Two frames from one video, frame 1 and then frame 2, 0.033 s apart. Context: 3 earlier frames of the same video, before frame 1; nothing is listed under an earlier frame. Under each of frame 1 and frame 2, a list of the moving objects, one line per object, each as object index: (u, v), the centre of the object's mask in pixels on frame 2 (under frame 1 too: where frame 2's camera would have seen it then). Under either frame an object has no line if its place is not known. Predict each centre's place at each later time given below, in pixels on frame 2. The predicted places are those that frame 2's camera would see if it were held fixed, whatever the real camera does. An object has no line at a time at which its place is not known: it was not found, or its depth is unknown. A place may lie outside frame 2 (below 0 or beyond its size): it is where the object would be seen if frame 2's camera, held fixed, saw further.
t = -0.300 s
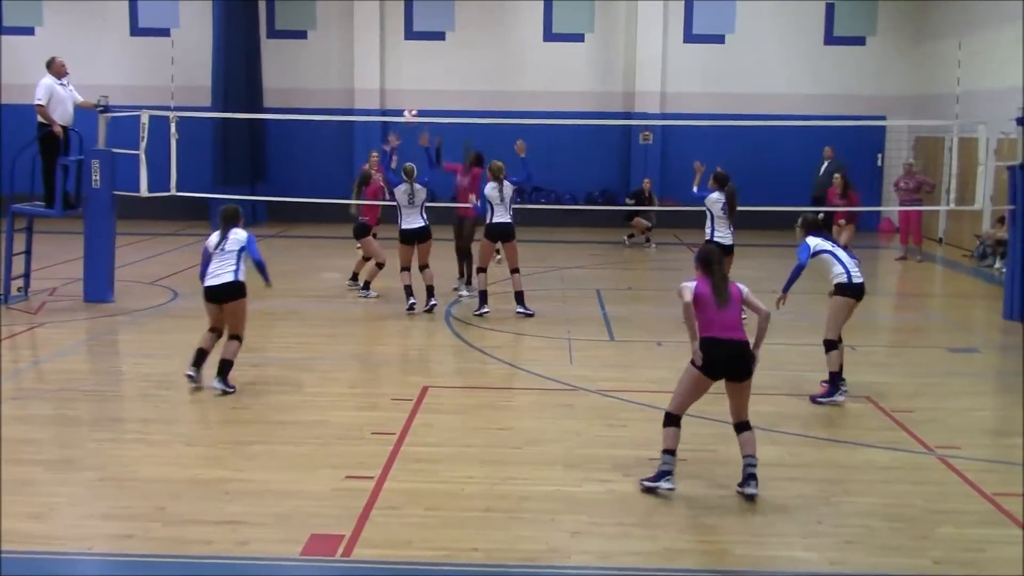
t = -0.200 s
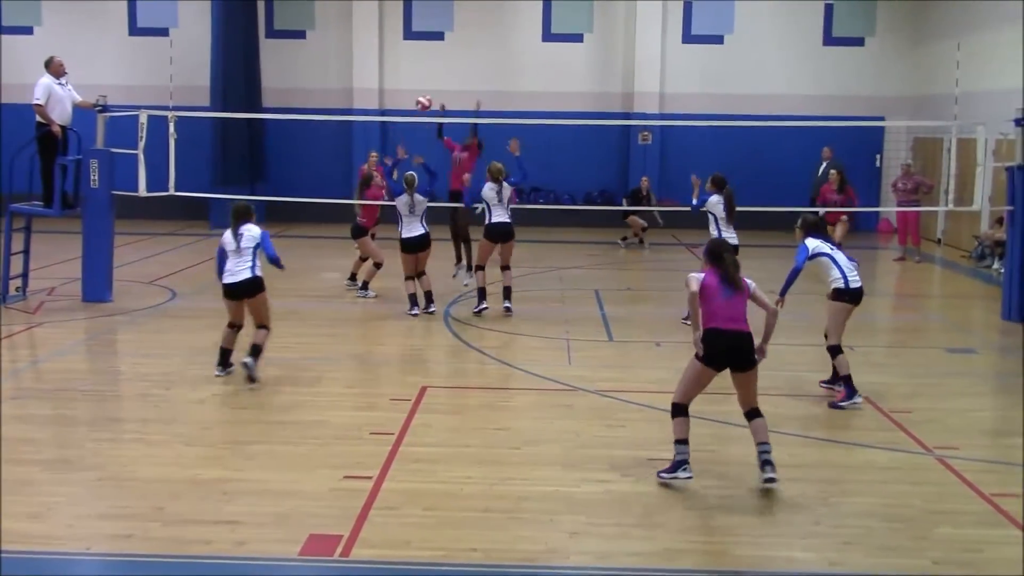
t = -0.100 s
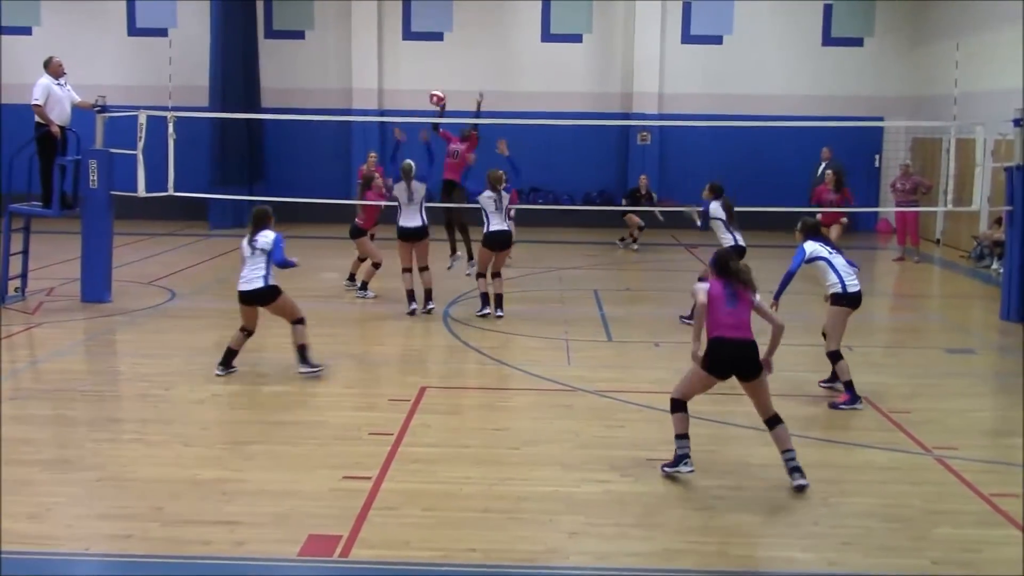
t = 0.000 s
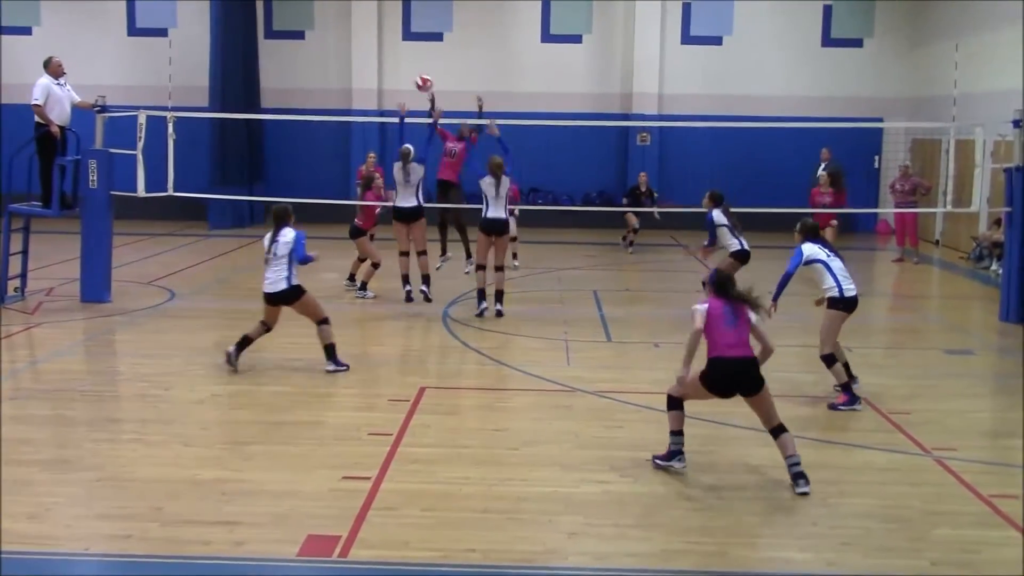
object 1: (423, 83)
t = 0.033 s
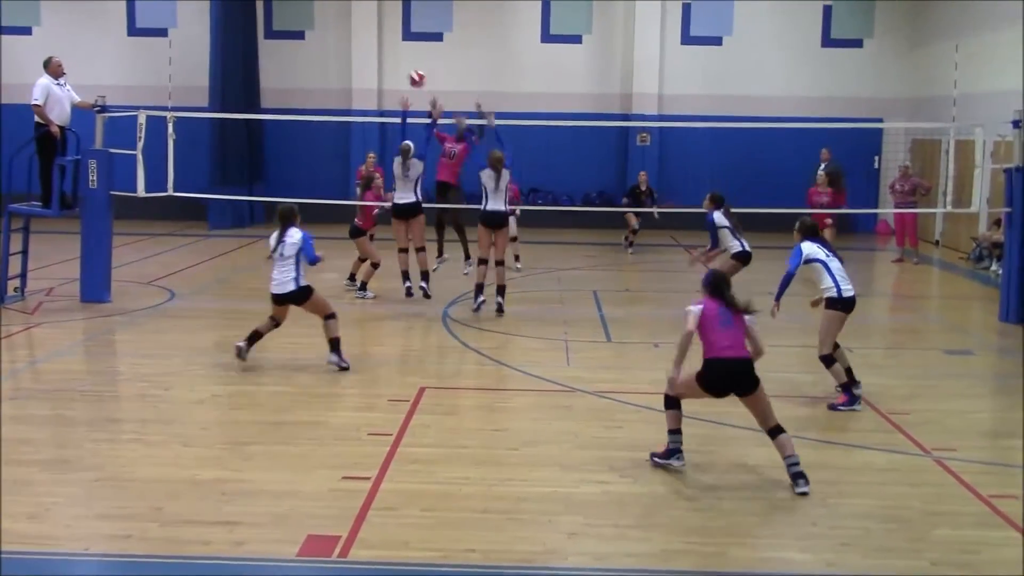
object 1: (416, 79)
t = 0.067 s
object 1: (410, 75)
